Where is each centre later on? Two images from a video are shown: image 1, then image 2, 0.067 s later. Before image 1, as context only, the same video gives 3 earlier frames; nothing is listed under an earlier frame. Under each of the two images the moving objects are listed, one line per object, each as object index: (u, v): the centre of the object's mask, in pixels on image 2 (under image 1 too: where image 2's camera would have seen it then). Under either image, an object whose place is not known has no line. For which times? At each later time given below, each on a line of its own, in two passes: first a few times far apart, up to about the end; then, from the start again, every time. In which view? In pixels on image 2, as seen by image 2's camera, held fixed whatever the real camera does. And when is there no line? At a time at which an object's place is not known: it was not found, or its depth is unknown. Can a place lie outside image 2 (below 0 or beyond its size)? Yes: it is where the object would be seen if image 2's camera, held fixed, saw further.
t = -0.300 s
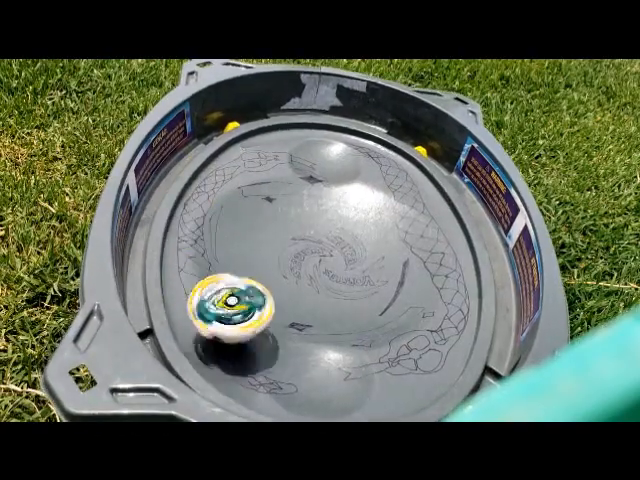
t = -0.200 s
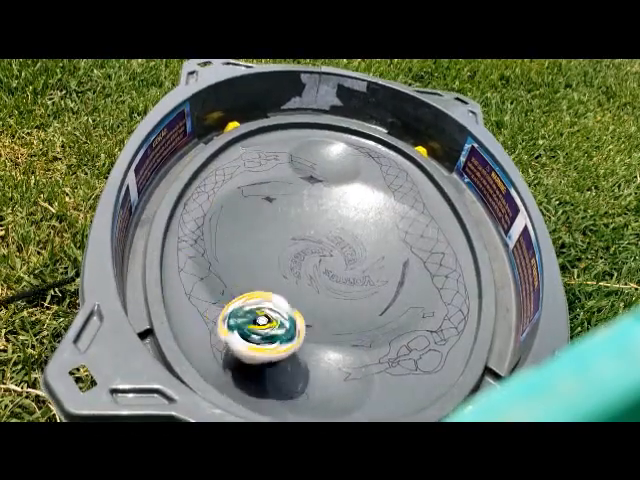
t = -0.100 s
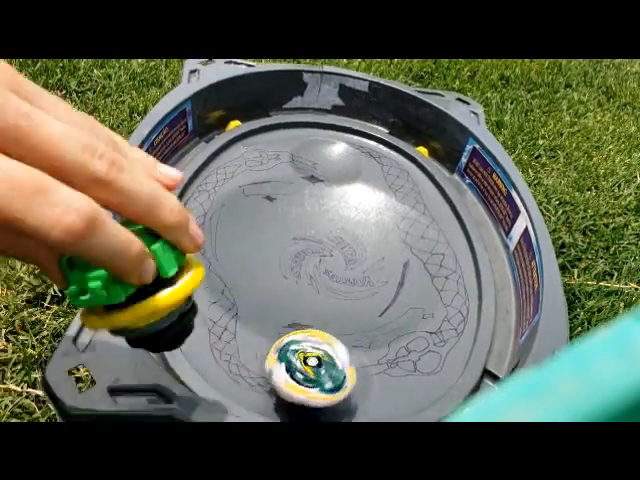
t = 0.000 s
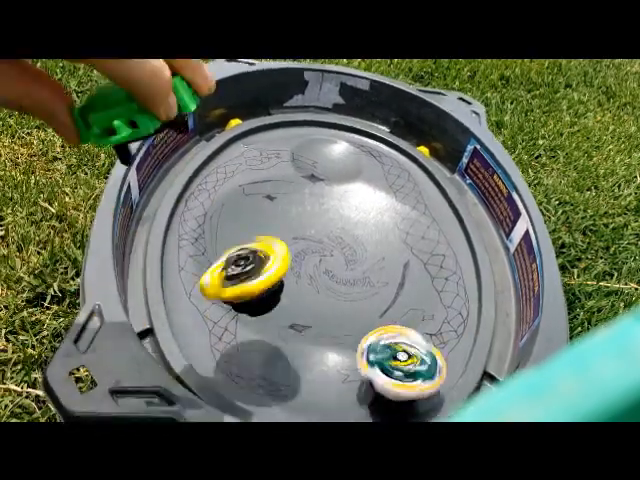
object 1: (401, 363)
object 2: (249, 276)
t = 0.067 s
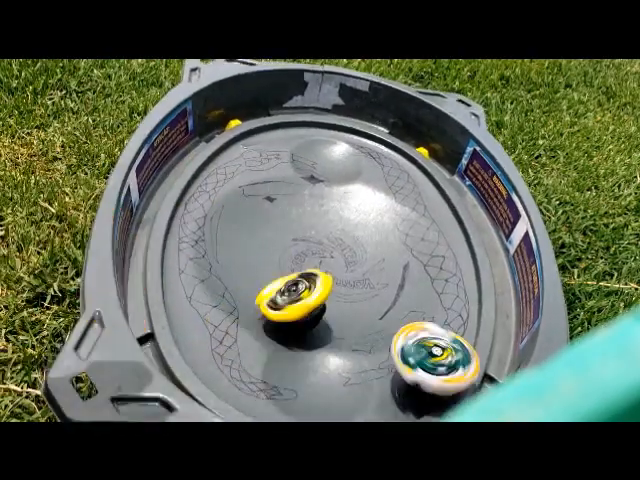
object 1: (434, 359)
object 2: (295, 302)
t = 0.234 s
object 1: (460, 334)
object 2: (392, 194)
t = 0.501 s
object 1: (457, 296)
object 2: (359, 159)
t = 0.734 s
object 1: (416, 237)
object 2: (236, 218)
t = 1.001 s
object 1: (237, 206)
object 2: (335, 396)
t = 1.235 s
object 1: (227, 323)
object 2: (425, 346)
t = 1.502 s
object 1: (284, 382)
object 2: (362, 228)
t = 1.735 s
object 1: (408, 326)
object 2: (207, 206)
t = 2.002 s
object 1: (404, 228)
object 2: (221, 299)
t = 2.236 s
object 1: (278, 198)
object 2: (344, 371)
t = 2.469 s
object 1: (259, 274)
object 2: (453, 343)
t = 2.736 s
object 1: (383, 268)
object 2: (474, 303)
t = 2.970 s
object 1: (310, 196)
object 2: (459, 306)
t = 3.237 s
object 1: (262, 235)
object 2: (458, 309)
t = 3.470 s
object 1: (378, 274)
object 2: (435, 313)
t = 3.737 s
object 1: (402, 214)
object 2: (410, 304)
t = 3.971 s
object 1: (288, 195)
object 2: (349, 255)
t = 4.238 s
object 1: (198, 208)
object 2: (272, 278)
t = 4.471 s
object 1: (209, 224)
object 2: (332, 281)
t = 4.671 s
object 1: (323, 288)
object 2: (315, 223)
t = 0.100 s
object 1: (443, 358)
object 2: (325, 284)
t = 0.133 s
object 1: (447, 354)
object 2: (350, 256)
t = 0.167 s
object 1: (452, 348)
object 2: (371, 235)
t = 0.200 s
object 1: (453, 339)
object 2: (385, 212)
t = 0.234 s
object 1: (460, 334)
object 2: (392, 194)
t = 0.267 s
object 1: (460, 329)
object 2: (395, 179)
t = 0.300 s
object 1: (463, 323)
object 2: (396, 168)
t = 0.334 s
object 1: (463, 318)
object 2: (396, 161)
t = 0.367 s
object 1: (463, 312)
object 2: (392, 156)
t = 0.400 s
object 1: (464, 309)
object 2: (386, 153)
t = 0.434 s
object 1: (462, 303)
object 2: (380, 154)
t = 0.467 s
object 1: (461, 299)
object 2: (371, 155)
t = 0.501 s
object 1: (457, 296)
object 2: (359, 159)
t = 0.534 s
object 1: (456, 292)
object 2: (343, 161)
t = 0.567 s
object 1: (455, 290)
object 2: (326, 164)
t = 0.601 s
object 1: (451, 282)
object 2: (308, 167)
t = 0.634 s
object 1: (447, 274)
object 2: (289, 173)
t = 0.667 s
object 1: (438, 264)
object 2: (271, 185)
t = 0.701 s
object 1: (429, 249)
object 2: (252, 200)
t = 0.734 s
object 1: (416, 237)
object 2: (236, 218)
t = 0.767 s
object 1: (397, 221)
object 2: (222, 237)
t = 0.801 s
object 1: (375, 209)
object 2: (216, 258)
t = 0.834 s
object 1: (351, 201)
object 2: (208, 296)
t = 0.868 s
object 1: (324, 195)
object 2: (211, 326)
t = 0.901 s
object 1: (300, 191)
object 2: (234, 358)
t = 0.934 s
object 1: (276, 195)
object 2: (261, 388)
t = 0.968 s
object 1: (254, 198)
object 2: (299, 394)
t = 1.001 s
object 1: (237, 206)
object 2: (335, 396)
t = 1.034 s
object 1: (222, 221)
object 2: (362, 396)
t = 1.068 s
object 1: (215, 235)
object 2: (382, 394)
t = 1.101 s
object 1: (215, 255)
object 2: (399, 390)
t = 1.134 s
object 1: (219, 277)
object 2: (411, 384)
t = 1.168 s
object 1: (221, 295)
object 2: (420, 374)
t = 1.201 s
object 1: (224, 310)
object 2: (427, 363)
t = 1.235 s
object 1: (227, 323)
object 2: (425, 346)
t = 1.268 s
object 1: (223, 334)
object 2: (421, 332)
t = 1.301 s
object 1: (224, 342)
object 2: (413, 318)
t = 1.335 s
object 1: (230, 349)
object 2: (407, 308)
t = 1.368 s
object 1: (232, 359)
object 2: (401, 296)
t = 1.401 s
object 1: (240, 366)
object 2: (392, 281)
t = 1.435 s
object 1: (254, 373)
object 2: (386, 263)
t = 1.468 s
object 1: (272, 380)
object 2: (375, 245)
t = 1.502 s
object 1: (284, 382)
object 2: (362, 228)
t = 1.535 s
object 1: (301, 384)
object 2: (342, 211)
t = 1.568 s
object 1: (326, 384)
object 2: (320, 197)
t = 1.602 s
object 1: (355, 381)
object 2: (296, 189)
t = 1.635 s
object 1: (374, 365)
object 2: (272, 183)
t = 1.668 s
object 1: (387, 347)
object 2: (248, 184)
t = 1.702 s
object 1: (398, 335)
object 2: (224, 191)
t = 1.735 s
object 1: (408, 326)
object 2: (207, 206)
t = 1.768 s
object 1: (412, 322)
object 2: (194, 221)
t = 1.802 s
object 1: (414, 313)
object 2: (182, 236)
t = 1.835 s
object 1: (419, 303)
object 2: (188, 255)
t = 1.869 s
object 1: (422, 292)
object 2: (191, 267)
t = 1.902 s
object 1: (427, 279)
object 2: (195, 276)
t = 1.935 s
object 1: (423, 263)
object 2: (205, 285)
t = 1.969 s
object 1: (415, 244)
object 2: (213, 291)
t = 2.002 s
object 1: (404, 228)
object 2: (221, 299)
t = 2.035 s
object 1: (390, 215)
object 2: (236, 307)
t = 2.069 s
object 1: (374, 206)
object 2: (248, 314)
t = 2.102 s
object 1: (356, 200)
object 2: (260, 322)
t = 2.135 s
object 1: (334, 197)
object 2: (279, 329)
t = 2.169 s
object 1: (313, 194)
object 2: (295, 343)
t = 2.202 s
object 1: (296, 195)
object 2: (316, 363)
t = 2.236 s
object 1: (278, 198)
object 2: (344, 371)
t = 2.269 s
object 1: (265, 203)
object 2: (367, 369)
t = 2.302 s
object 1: (254, 212)
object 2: (391, 363)
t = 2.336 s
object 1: (243, 221)
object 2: (409, 360)
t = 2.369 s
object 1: (238, 233)
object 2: (427, 362)
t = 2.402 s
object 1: (240, 247)
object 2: (441, 358)
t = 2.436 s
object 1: (246, 261)
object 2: (447, 352)
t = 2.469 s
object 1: (259, 274)
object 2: (453, 343)
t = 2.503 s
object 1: (277, 287)
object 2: (455, 335)
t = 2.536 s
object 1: (296, 299)
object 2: (460, 328)
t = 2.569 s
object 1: (315, 304)
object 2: (460, 321)
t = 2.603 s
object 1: (338, 305)
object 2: (462, 315)
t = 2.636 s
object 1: (361, 301)
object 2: (461, 309)
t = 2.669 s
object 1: (379, 295)
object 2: (462, 306)
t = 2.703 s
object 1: (389, 285)
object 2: (465, 302)
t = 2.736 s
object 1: (383, 268)
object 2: (474, 303)
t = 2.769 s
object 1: (376, 252)
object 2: (467, 304)
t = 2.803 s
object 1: (368, 238)
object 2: (464, 309)
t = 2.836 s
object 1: (359, 226)
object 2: (464, 311)
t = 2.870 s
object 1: (348, 216)
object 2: (466, 311)
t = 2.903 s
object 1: (335, 209)
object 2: (461, 309)
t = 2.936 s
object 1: (322, 202)
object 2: (459, 305)
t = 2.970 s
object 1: (310, 196)
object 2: (459, 306)
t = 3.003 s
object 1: (297, 192)
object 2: (458, 308)
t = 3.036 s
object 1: (285, 191)
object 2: (460, 307)
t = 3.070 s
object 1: (274, 191)
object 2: (461, 308)
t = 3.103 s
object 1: (265, 195)
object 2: (459, 307)
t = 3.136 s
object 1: (258, 202)
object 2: (459, 308)
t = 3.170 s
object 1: (255, 211)
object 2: (459, 310)
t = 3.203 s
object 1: (256, 222)
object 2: (459, 309)
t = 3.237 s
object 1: (262, 235)
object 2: (458, 309)
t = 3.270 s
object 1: (272, 247)
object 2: (454, 310)
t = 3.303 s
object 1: (286, 258)
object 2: (453, 311)
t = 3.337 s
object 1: (303, 267)
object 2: (452, 311)
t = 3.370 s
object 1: (322, 273)
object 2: (446, 310)
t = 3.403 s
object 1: (342, 277)
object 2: (444, 312)
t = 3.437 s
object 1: (361, 277)
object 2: (441, 314)
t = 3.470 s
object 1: (378, 274)
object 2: (435, 313)
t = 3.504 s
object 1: (392, 267)
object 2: (431, 314)
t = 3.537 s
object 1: (406, 261)
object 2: (427, 316)
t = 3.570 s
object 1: (415, 253)
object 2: (422, 314)
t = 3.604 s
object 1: (420, 245)
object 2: (419, 314)
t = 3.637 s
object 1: (421, 236)
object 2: (417, 315)
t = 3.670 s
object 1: (418, 227)
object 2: (415, 313)
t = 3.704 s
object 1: (412, 220)
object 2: (412, 310)
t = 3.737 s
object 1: (402, 214)
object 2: (410, 304)
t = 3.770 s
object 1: (390, 211)
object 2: (409, 296)
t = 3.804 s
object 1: (375, 209)
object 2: (406, 285)
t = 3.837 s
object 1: (362, 212)
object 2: (402, 274)
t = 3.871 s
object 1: (348, 215)
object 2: (389, 260)
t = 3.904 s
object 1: (333, 213)
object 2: (378, 255)
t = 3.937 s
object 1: (309, 202)
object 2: (365, 254)
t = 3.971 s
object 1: (288, 195)
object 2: (349, 255)
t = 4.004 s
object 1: (269, 190)
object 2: (331, 254)
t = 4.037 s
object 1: (253, 188)
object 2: (317, 254)
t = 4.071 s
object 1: (239, 189)
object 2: (303, 256)
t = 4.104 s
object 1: (226, 191)
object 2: (289, 257)
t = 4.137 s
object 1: (214, 197)
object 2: (280, 263)
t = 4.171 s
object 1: (206, 202)
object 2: (274, 267)
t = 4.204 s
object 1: (201, 206)
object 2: (270, 272)
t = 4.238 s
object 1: (198, 208)
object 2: (272, 278)
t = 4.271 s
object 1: (197, 206)
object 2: (276, 284)
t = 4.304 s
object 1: (195, 206)
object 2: (283, 288)
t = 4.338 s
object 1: (195, 207)
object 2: (294, 291)
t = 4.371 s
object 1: (196, 208)
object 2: (305, 294)
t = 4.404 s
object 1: (199, 210)
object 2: (314, 292)
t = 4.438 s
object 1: (203, 215)
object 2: (323, 287)
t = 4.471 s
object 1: (209, 224)
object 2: (332, 281)
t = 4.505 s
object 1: (221, 237)
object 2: (336, 273)
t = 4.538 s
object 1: (237, 251)
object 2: (337, 263)
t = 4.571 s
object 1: (255, 264)
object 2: (335, 252)
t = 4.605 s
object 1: (275, 275)
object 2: (331, 243)
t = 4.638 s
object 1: (298, 284)
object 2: (324, 233)
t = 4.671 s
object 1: (323, 288)
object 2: (315, 223)
